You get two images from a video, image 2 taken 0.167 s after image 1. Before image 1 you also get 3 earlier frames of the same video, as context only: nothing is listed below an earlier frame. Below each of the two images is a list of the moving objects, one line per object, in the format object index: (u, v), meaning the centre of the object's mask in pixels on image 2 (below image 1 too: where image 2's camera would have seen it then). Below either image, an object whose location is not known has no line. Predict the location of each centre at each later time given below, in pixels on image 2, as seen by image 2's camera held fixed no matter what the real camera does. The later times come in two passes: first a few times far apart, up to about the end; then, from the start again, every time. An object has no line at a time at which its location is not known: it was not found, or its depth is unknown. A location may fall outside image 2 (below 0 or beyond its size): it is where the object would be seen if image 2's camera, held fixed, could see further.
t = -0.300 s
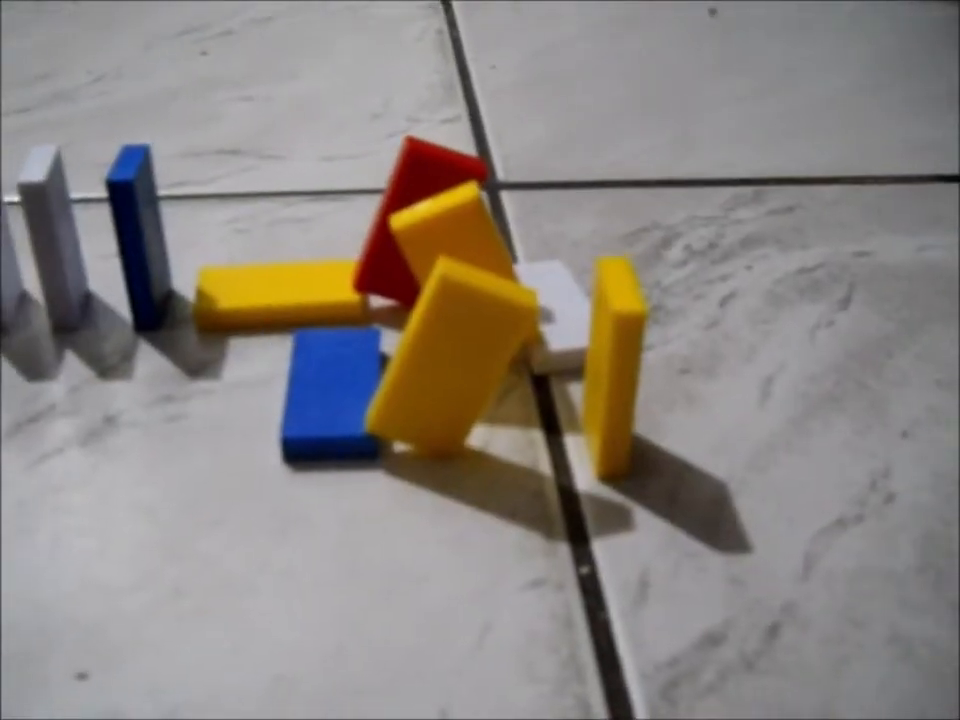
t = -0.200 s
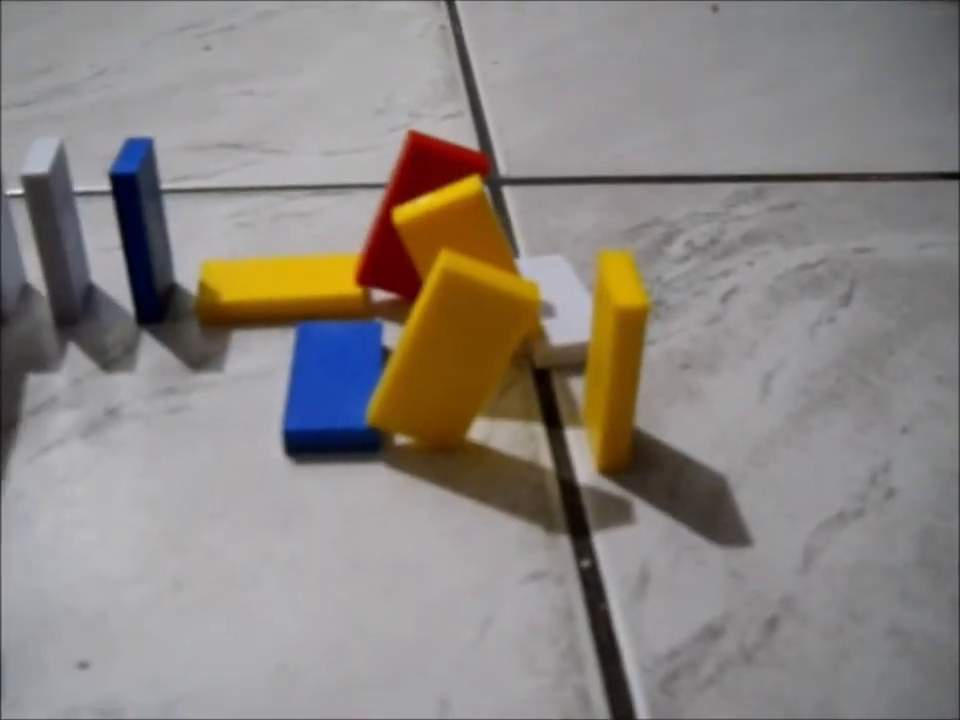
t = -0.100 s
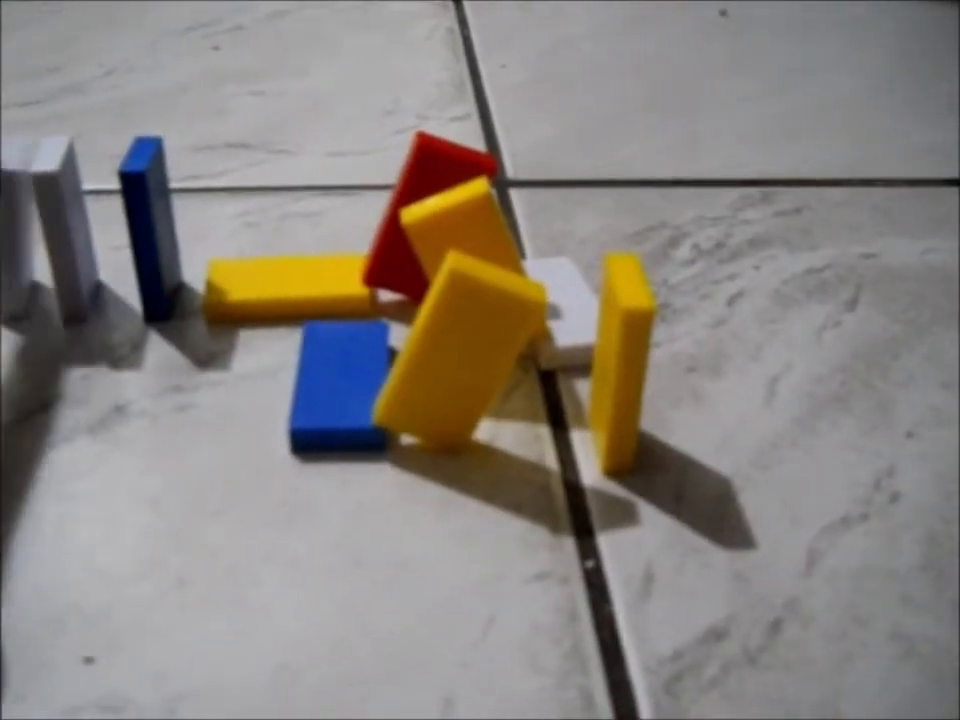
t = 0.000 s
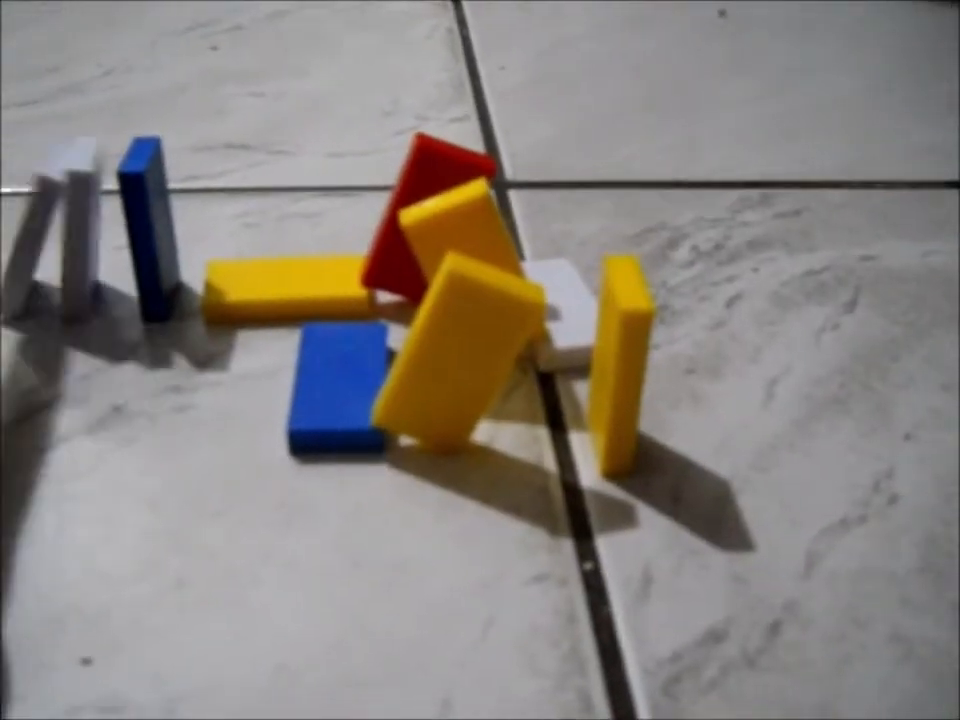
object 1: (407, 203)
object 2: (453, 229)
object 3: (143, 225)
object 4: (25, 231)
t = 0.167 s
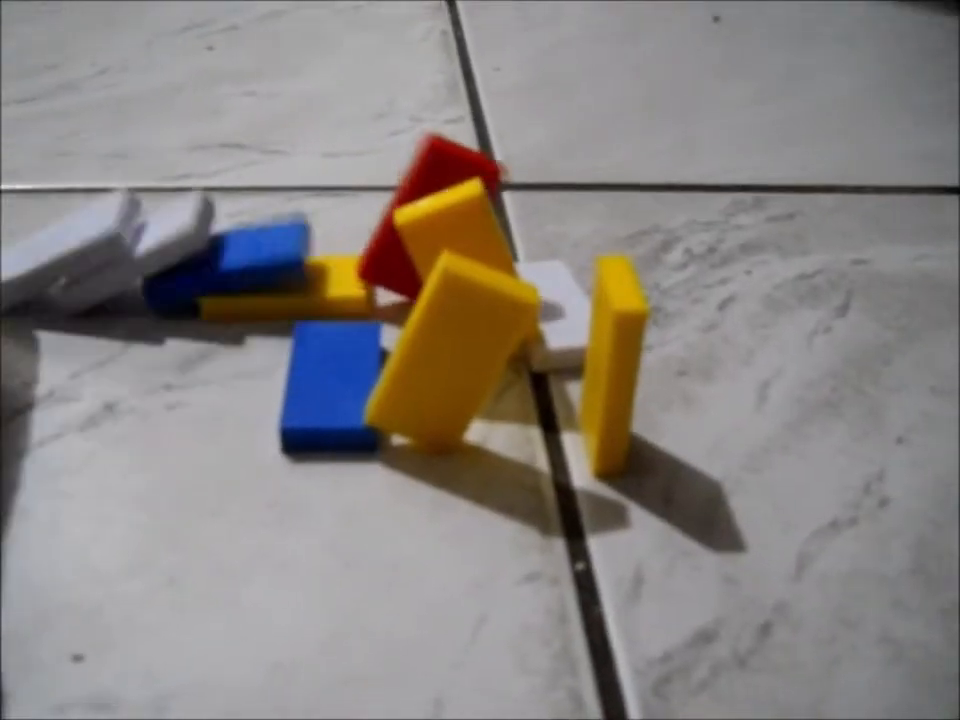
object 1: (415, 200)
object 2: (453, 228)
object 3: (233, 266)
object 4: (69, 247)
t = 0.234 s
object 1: (488, 179)
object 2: (453, 228)
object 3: (241, 266)
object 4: (64, 254)
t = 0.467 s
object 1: (505, 239)
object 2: (403, 248)
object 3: (221, 266)
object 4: (57, 260)
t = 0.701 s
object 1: (467, 240)
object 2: (349, 346)
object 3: (220, 267)
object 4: (57, 258)
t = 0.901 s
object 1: (467, 240)
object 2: (362, 345)
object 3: (221, 266)
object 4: (59, 258)
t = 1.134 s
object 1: (467, 240)
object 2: (362, 346)
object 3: (222, 267)
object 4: (61, 257)
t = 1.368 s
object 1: (467, 240)
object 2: (362, 346)
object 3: (222, 266)
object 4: (59, 258)
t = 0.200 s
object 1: (433, 193)
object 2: (454, 228)
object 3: (238, 267)
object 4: (66, 250)
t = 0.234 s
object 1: (488, 179)
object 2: (453, 228)
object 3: (241, 266)
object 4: (64, 254)
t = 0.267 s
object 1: (517, 202)
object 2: (453, 228)
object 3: (235, 263)
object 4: (64, 256)
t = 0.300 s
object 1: (530, 218)
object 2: (452, 228)
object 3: (231, 258)
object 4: (63, 257)
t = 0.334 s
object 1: (531, 225)
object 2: (451, 229)
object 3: (227, 264)
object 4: (60, 258)
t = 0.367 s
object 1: (533, 237)
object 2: (443, 231)
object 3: (223, 265)
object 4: (59, 259)
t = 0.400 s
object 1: (527, 235)
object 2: (434, 234)
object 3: (223, 266)
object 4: (58, 260)
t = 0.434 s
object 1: (518, 228)
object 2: (421, 239)
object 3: (222, 266)
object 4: (57, 260)
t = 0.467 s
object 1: (505, 239)
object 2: (403, 248)
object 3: (221, 266)
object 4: (57, 260)
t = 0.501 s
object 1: (483, 236)
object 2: (381, 266)
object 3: (221, 266)
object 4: (57, 258)
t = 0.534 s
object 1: (471, 236)
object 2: (361, 293)
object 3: (221, 267)
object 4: (58, 258)
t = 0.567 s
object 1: (469, 236)
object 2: (354, 299)
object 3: (221, 267)
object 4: (59, 258)
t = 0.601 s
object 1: (466, 240)
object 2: (344, 319)
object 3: (221, 267)
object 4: (58, 258)
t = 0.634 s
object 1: (467, 240)
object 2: (343, 336)
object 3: (221, 267)
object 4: (57, 259)
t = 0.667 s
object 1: (467, 240)
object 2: (344, 337)
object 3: (221, 267)
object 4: (57, 258)
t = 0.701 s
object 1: (467, 240)
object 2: (349, 346)
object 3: (220, 267)
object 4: (57, 258)
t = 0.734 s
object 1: (467, 240)
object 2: (354, 347)
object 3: (221, 267)
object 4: (57, 258)
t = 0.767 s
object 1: (467, 240)
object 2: (358, 344)
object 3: (221, 267)
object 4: (56, 258)
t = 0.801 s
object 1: (467, 240)
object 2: (360, 345)
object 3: (221, 267)
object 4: (57, 258)
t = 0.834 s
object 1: (467, 240)
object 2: (362, 346)
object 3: (221, 267)
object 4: (57, 258)
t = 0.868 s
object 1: (467, 240)
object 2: (362, 346)
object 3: (221, 267)
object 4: (59, 258)
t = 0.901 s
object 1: (467, 240)
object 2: (362, 345)
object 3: (221, 266)
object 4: (59, 258)
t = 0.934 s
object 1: (467, 240)
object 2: (362, 346)
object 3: (221, 267)
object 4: (59, 258)
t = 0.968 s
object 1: (467, 240)
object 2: (362, 346)
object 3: (221, 266)
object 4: (60, 257)
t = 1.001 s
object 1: (467, 240)
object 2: (361, 346)
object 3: (222, 266)
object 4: (61, 258)
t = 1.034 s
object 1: (467, 240)
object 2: (361, 346)
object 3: (222, 267)
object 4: (61, 257)
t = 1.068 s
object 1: (467, 240)
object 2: (361, 346)
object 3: (222, 267)
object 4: (62, 257)
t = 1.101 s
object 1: (467, 240)
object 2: (362, 346)
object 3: (222, 267)
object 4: (61, 257)
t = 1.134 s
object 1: (467, 240)
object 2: (362, 346)
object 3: (222, 267)
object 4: (61, 257)
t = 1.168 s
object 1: (467, 240)
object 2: (362, 346)
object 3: (222, 266)
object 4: (60, 257)
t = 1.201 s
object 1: (467, 240)
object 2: (362, 346)
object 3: (222, 266)
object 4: (60, 258)
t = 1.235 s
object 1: (467, 240)
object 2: (361, 346)
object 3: (222, 266)
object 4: (62, 257)
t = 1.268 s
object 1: (467, 240)
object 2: (361, 346)
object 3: (222, 266)
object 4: (62, 257)
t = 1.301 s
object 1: (467, 240)
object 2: (362, 346)
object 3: (222, 266)
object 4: (61, 257)
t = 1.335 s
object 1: (467, 240)
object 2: (362, 346)
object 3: (222, 266)
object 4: (59, 257)
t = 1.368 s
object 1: (467, 240)
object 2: (362, 346)
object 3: (222, 266)
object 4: (59, 258)
